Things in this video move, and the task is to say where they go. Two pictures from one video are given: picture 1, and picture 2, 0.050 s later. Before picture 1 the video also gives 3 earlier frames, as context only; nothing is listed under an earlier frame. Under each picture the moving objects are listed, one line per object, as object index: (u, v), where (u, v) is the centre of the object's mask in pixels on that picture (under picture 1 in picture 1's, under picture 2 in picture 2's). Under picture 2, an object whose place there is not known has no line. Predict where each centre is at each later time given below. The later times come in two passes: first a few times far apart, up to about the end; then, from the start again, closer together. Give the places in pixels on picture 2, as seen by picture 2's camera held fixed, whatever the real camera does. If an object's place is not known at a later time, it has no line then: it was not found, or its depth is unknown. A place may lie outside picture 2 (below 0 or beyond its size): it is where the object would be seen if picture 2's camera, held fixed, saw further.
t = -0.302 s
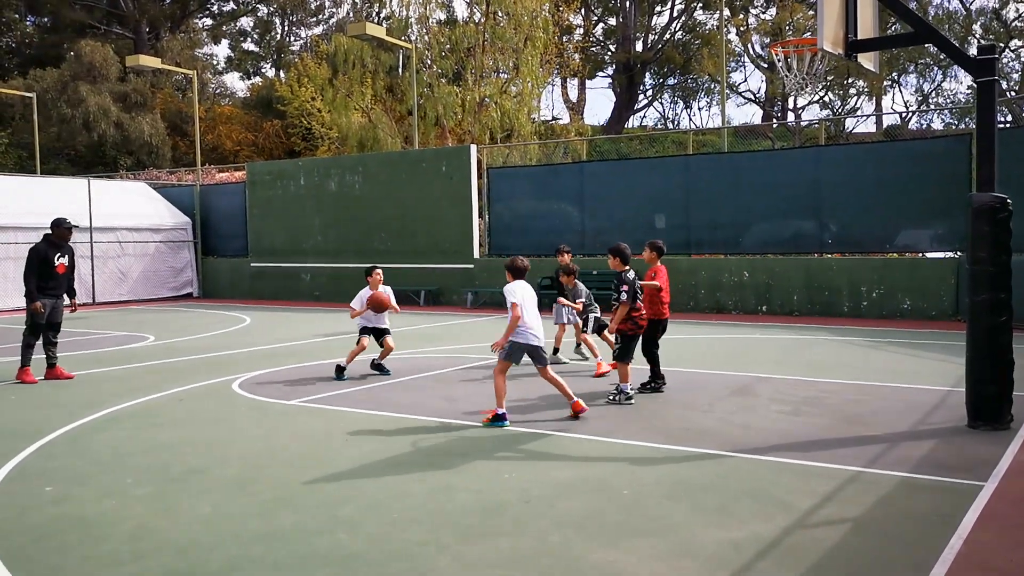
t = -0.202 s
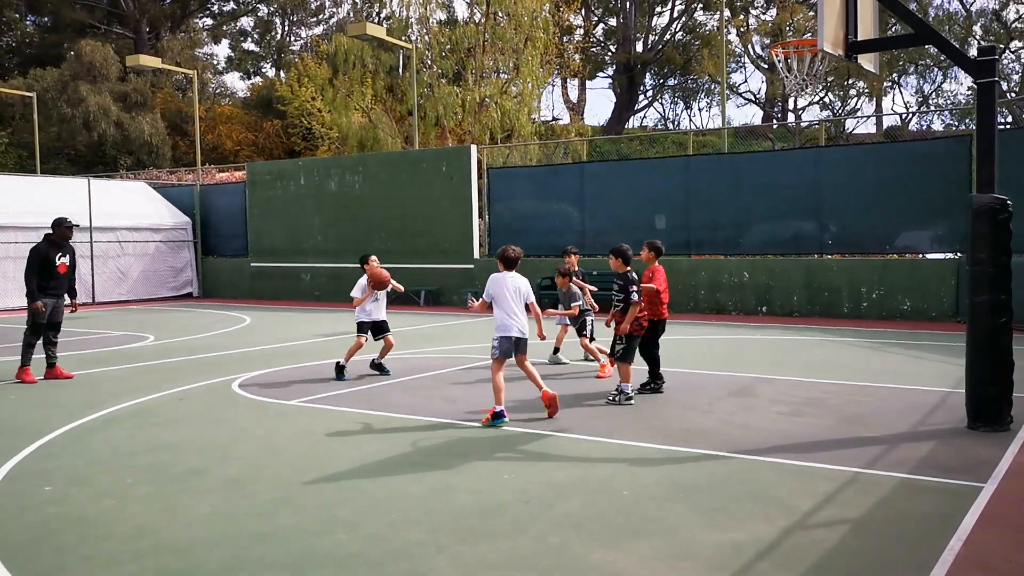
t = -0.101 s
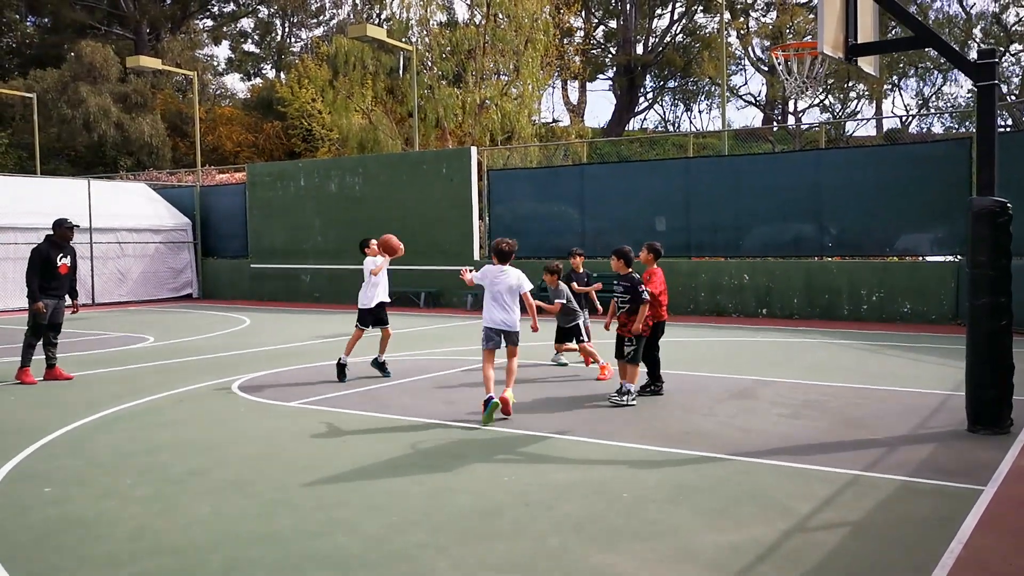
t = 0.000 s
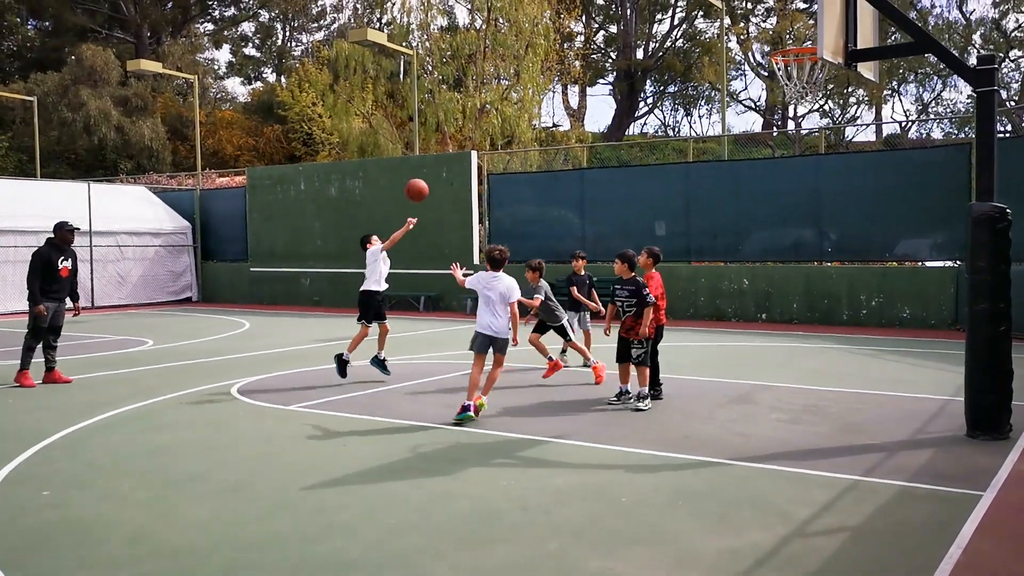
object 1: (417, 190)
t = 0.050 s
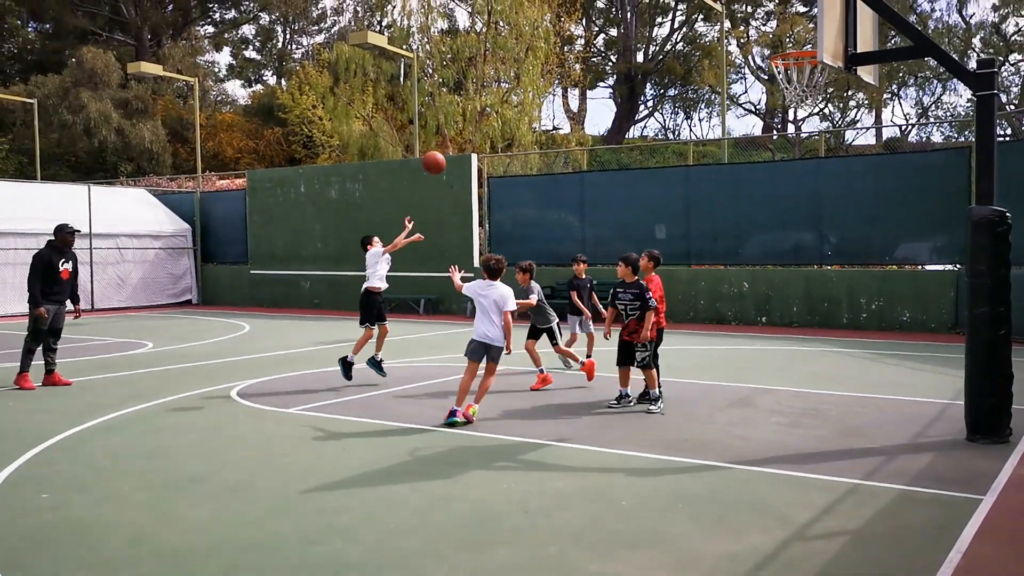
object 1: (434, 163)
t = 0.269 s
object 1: (511, 53)
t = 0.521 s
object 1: (608, -20)
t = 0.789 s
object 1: (725, -32)
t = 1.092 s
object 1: (807, 38)
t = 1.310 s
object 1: (727, 52)
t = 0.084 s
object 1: (445, 144)
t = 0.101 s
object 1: (451, 134)
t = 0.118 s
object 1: (456, 125)
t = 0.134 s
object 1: (463, 116)
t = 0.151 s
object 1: (468, 108)
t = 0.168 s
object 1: (475, 99)
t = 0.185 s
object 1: (480, 91)
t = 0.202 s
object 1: (486, 83)
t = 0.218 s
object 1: (493, 76)
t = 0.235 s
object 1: (499, 68)
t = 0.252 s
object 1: (505, 60)
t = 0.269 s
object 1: (511, 53)
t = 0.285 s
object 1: (517, 47)
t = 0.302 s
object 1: (523, 41)
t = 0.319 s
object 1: (529, 34)
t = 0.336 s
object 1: (536, 28)
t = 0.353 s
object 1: (542, 22)
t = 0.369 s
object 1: (549, 16)
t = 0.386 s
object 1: (555, 11)
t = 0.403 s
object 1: (562, 6)
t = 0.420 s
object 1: (569, 1)
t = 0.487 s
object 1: (595, -16)
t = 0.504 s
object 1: (601, -18)
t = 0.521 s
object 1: (608, -20)
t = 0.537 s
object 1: (615, -23)
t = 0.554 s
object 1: (622, -24)
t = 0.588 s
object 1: (636, -26)
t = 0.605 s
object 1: (644, -28)
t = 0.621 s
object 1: (652, -29)
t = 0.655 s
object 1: (665, -30)
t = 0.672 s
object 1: (673, -32)
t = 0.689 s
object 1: (679, -32)
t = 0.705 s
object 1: (687, -33)
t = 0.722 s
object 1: (695, -33)
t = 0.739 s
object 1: (703, -33)
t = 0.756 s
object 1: (710, -33)
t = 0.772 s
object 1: (718, -32)
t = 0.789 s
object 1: (725, -32)
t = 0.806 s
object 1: (733, -30)
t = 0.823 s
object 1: (740, -27)
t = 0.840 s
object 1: (749, -25)
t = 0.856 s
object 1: (757, -22)
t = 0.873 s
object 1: (765, -18)
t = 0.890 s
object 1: (773, -14)
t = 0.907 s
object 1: (781, -10)
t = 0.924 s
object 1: (789, -6)
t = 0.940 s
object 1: (798, -1)
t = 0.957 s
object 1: (805, 4)
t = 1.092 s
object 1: (807, 38)
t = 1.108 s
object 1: (804, 37)
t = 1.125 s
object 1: (800, 36)
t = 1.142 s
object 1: (793, 37)
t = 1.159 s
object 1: (786, 37)
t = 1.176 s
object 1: (779, 38)
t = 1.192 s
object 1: (772, 39)
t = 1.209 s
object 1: (766, 40)
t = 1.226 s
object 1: (759, 41)
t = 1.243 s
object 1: (753, 42)
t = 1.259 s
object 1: (747, 44)
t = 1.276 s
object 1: (740, 46)
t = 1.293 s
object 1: (734, 49)
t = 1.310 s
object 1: (727, 52)
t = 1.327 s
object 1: (721, 55)
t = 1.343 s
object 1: (715, 58)
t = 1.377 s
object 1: (703, 66)
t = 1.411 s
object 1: (691, 76)
